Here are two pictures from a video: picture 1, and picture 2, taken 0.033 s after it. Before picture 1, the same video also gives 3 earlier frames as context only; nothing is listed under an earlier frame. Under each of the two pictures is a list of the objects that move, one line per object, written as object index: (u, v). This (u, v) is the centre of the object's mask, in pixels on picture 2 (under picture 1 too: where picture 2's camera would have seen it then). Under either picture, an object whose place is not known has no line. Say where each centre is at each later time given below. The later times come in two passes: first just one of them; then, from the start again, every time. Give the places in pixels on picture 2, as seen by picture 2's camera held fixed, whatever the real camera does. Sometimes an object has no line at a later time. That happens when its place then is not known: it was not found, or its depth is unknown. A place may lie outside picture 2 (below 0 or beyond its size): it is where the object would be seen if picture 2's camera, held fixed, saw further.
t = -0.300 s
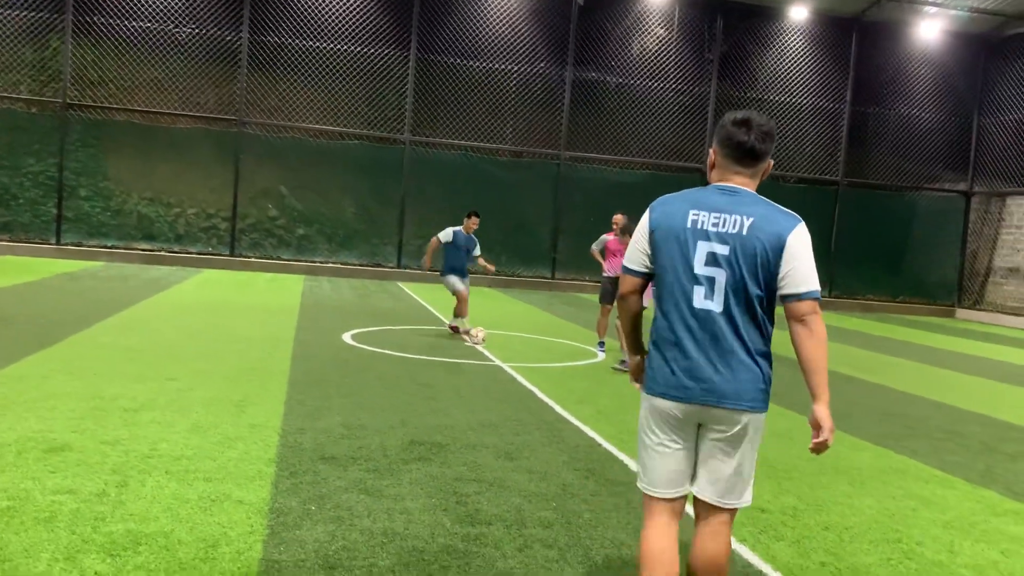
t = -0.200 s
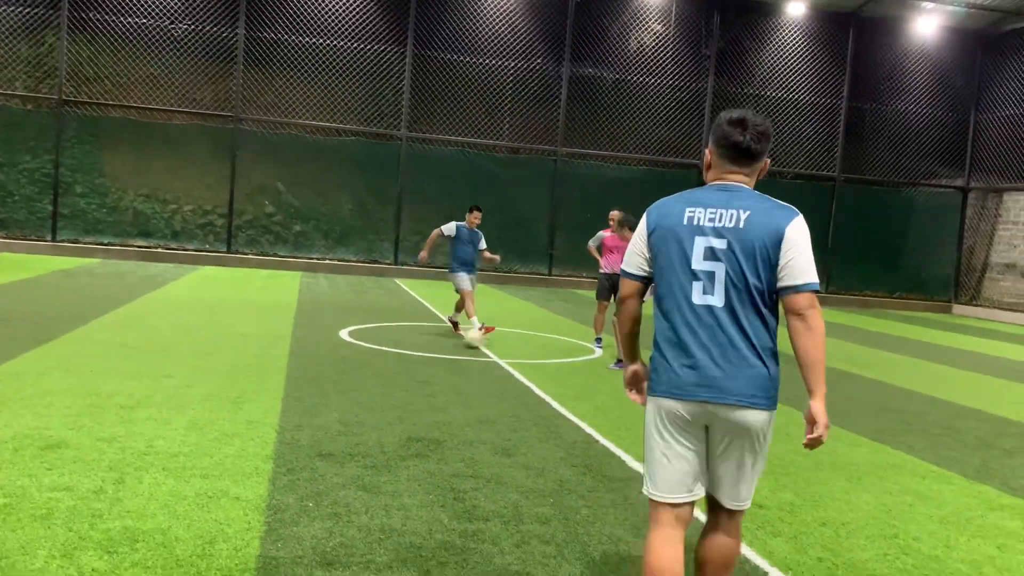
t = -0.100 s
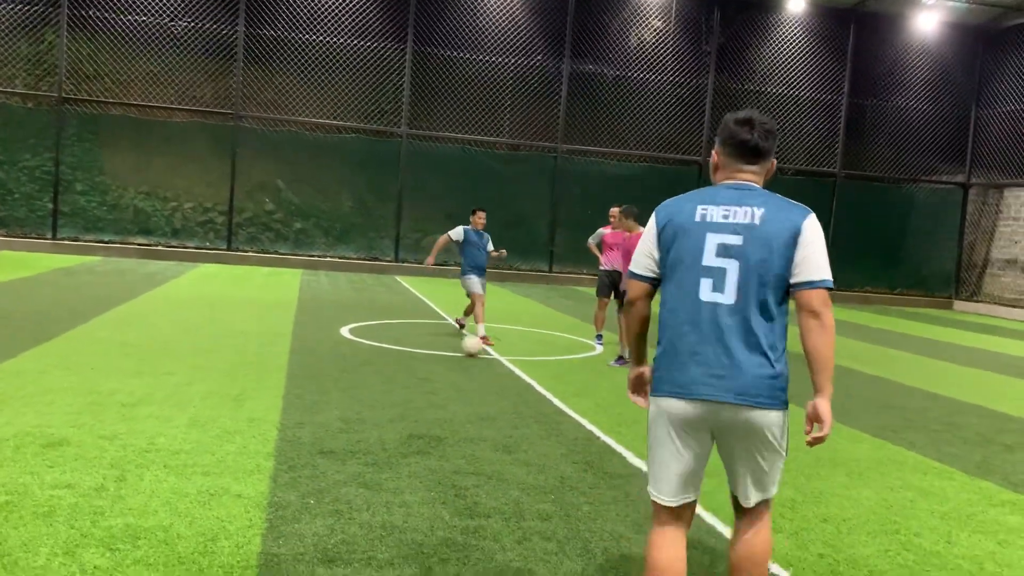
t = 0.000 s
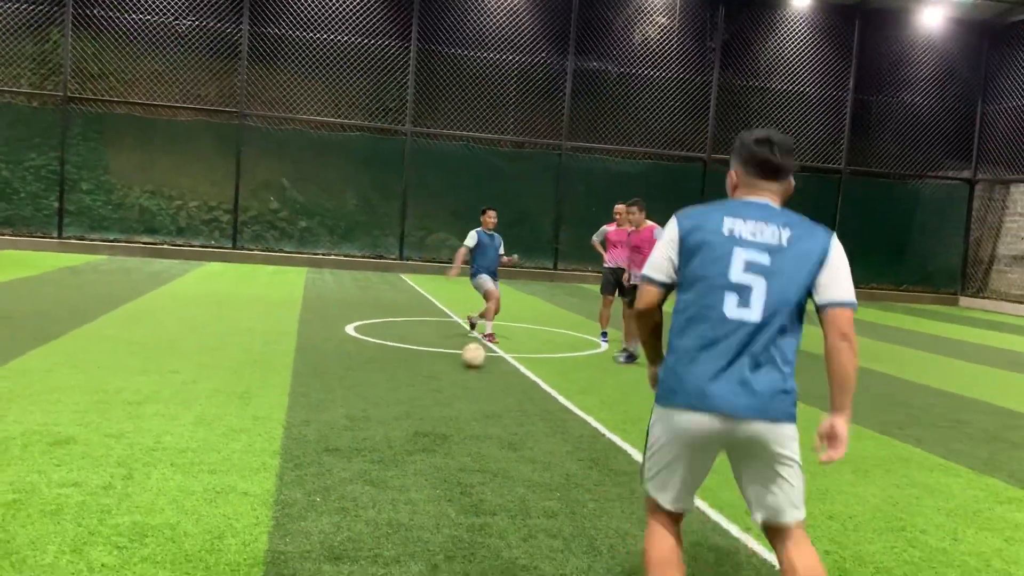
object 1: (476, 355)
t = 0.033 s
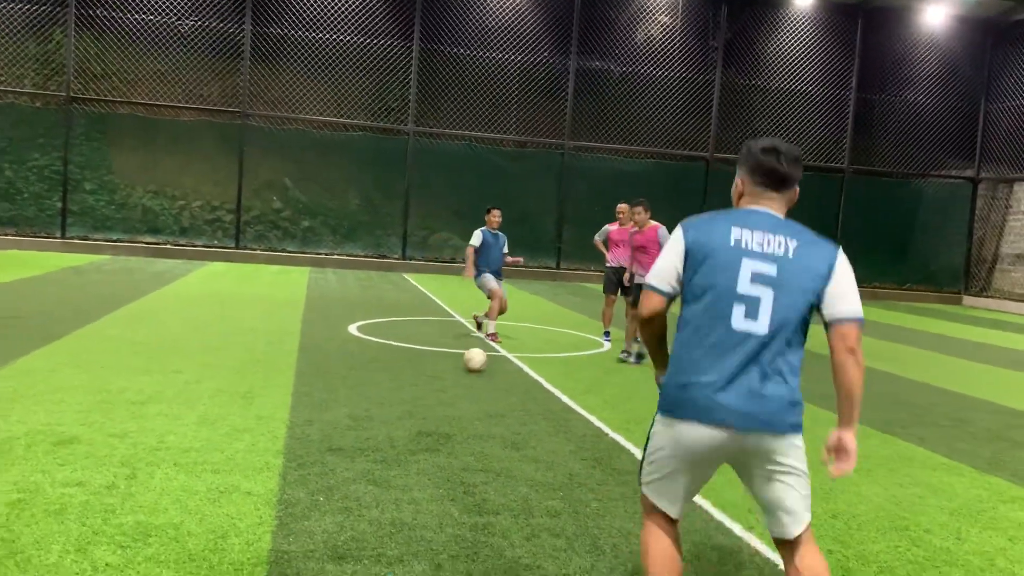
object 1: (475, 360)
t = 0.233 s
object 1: (464, 388)
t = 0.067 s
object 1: (473, 363)
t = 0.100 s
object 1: (472, 368)
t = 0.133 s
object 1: (470, 373)
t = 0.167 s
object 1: (469, 376)
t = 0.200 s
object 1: (467, 382)
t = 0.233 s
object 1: (464, 388)
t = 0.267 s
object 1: (462, 393)
